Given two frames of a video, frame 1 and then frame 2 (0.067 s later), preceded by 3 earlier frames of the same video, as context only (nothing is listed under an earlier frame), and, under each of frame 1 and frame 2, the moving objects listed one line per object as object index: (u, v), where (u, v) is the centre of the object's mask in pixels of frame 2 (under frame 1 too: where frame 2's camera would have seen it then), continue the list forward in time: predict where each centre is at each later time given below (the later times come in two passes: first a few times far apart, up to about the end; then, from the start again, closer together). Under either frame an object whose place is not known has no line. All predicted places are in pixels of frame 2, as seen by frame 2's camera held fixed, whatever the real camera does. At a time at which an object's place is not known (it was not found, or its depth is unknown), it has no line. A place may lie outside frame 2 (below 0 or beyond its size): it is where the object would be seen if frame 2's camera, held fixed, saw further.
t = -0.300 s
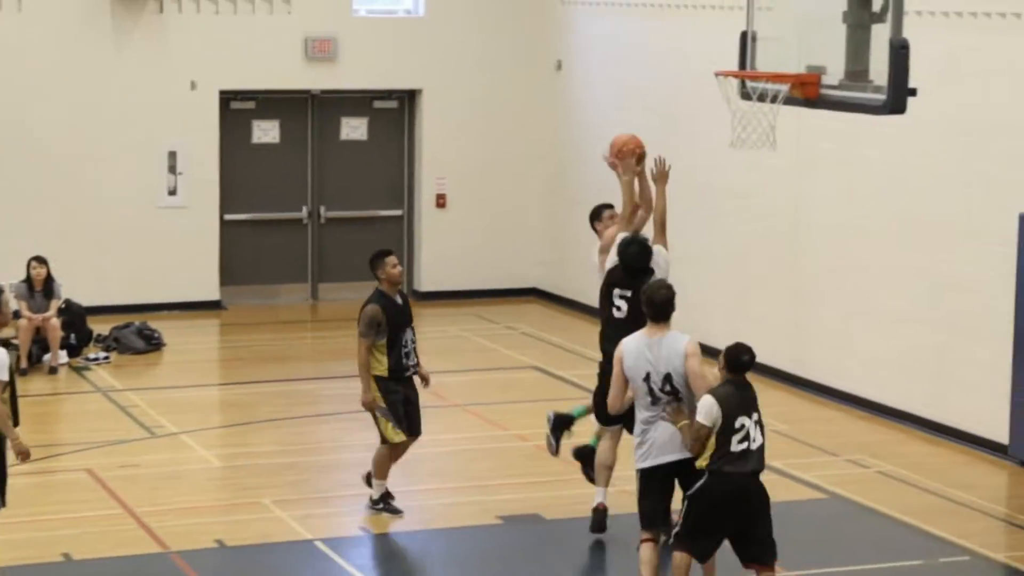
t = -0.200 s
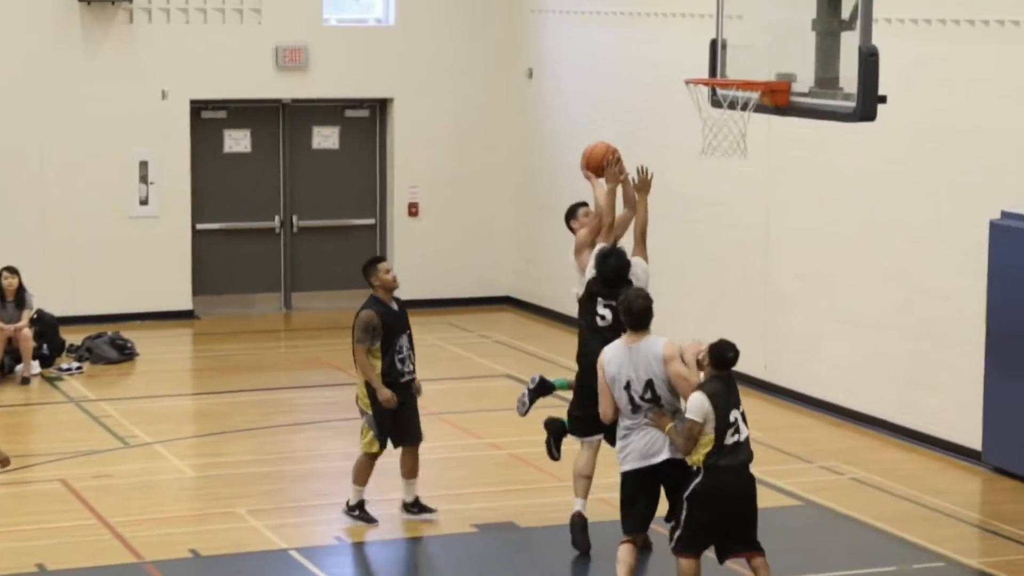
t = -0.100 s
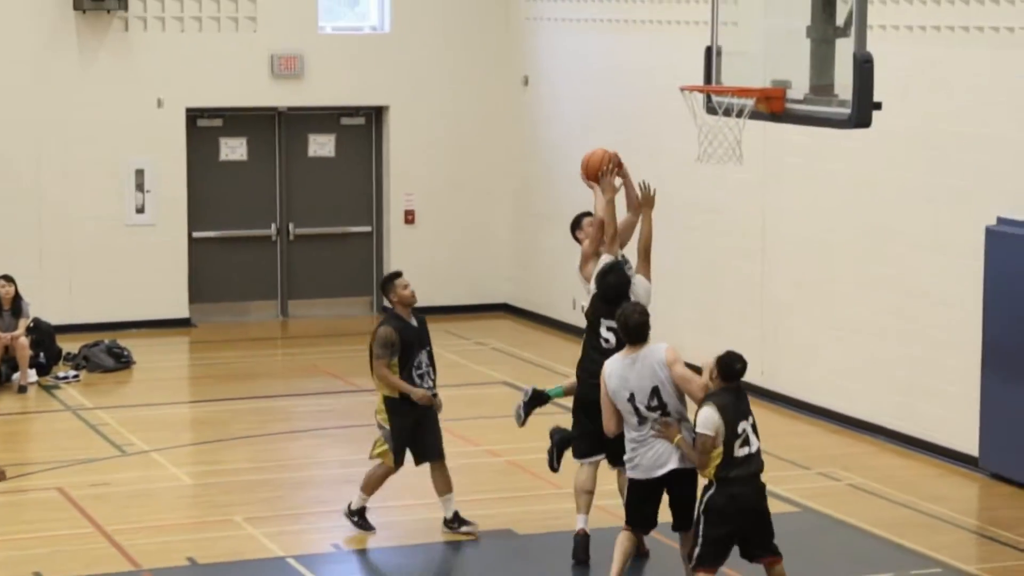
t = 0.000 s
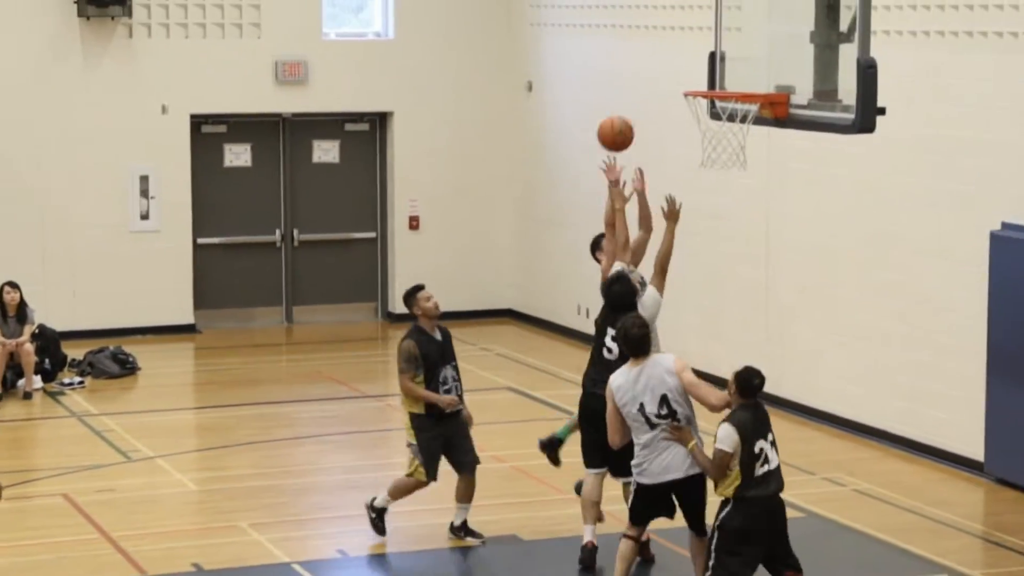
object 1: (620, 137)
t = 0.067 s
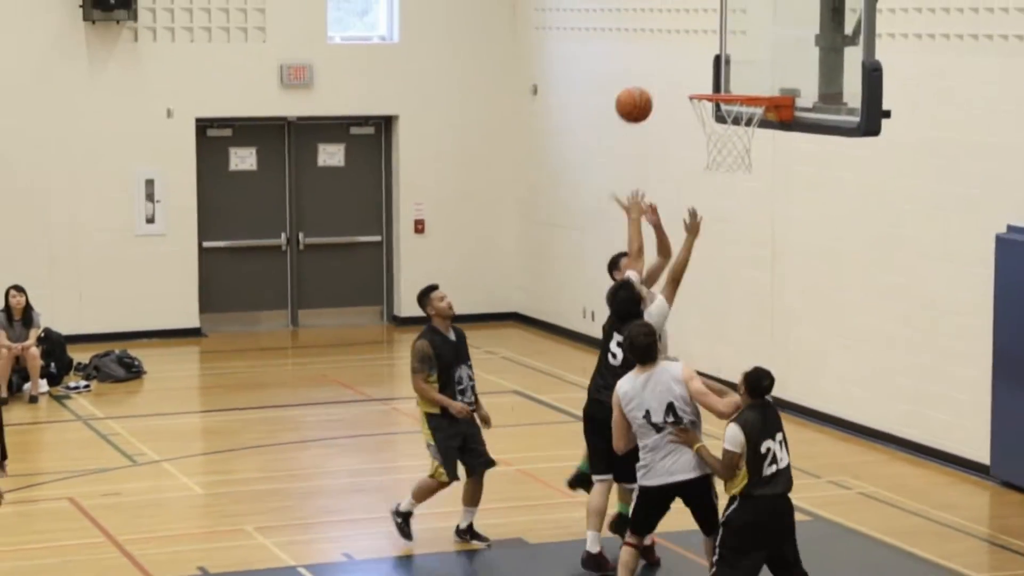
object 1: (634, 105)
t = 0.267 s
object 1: (676, 44)
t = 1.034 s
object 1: (661, 98)
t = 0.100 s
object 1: (641, 91)
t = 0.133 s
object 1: (647, 78)
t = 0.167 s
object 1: (654, 67)
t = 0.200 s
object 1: (662, 58)
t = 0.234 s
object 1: (669, 50)
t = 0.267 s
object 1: (676, 44)
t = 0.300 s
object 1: (683, 40)
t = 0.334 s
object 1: (690, 37)
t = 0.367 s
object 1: (698, 36)
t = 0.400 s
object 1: (706, 37)
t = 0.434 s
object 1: (713, 39)
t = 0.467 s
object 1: (721, 44)
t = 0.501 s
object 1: (729, 50)
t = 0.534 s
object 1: (736, 59)
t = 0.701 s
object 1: (729, 58)
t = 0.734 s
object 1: (722, 54)
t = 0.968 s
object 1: (675, 75)
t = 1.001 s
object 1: (668, 86)
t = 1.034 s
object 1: (661, 98)
